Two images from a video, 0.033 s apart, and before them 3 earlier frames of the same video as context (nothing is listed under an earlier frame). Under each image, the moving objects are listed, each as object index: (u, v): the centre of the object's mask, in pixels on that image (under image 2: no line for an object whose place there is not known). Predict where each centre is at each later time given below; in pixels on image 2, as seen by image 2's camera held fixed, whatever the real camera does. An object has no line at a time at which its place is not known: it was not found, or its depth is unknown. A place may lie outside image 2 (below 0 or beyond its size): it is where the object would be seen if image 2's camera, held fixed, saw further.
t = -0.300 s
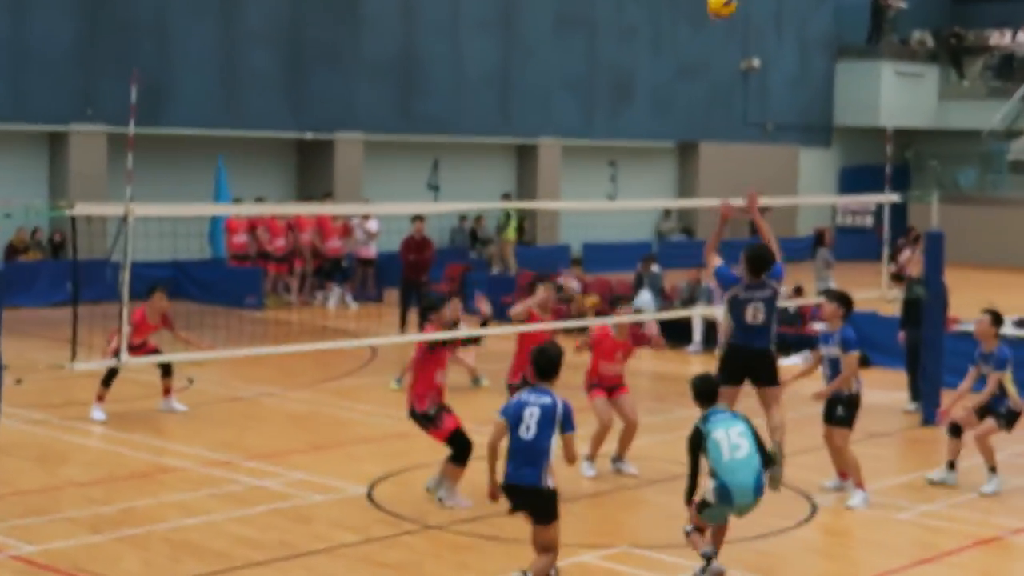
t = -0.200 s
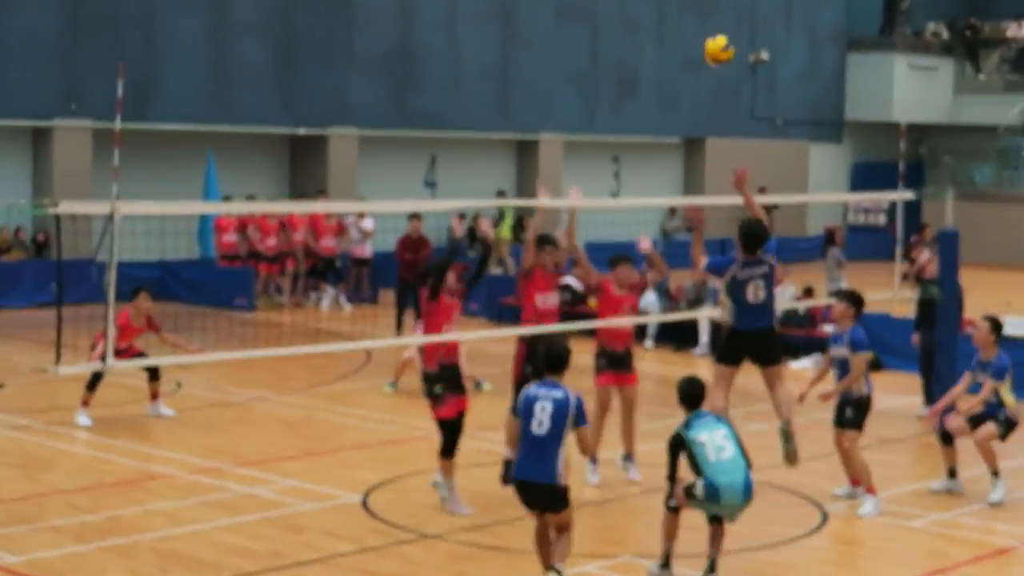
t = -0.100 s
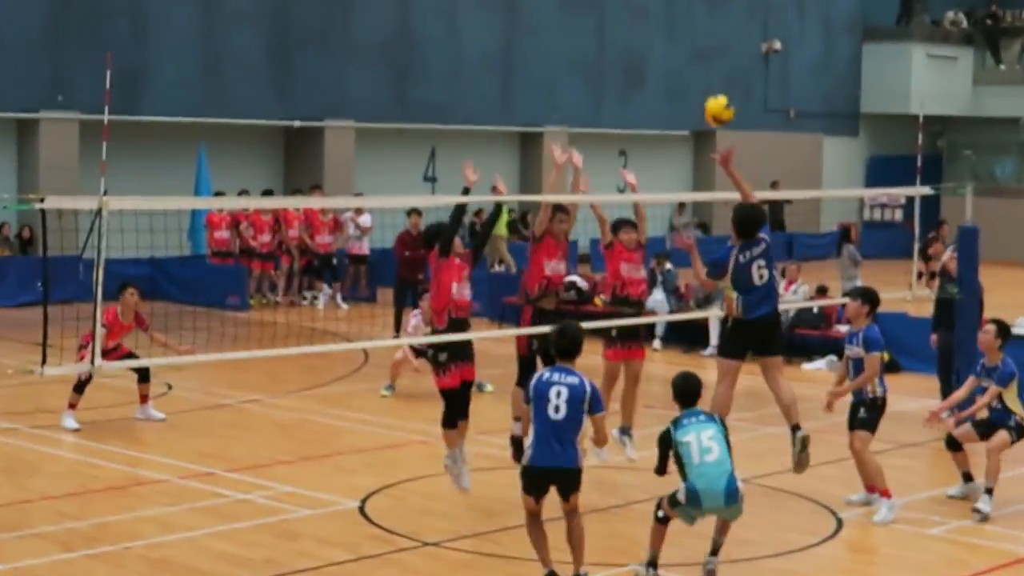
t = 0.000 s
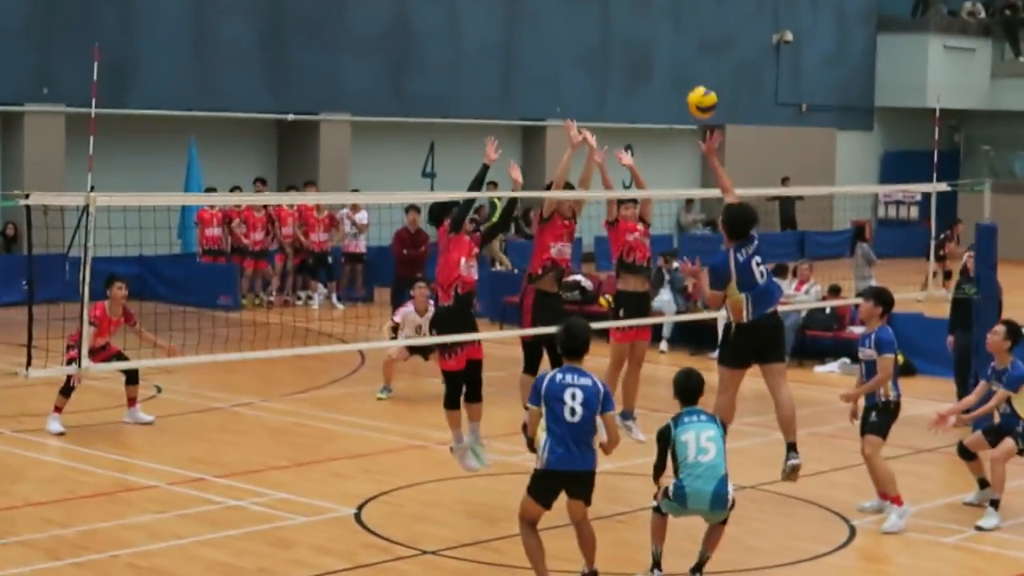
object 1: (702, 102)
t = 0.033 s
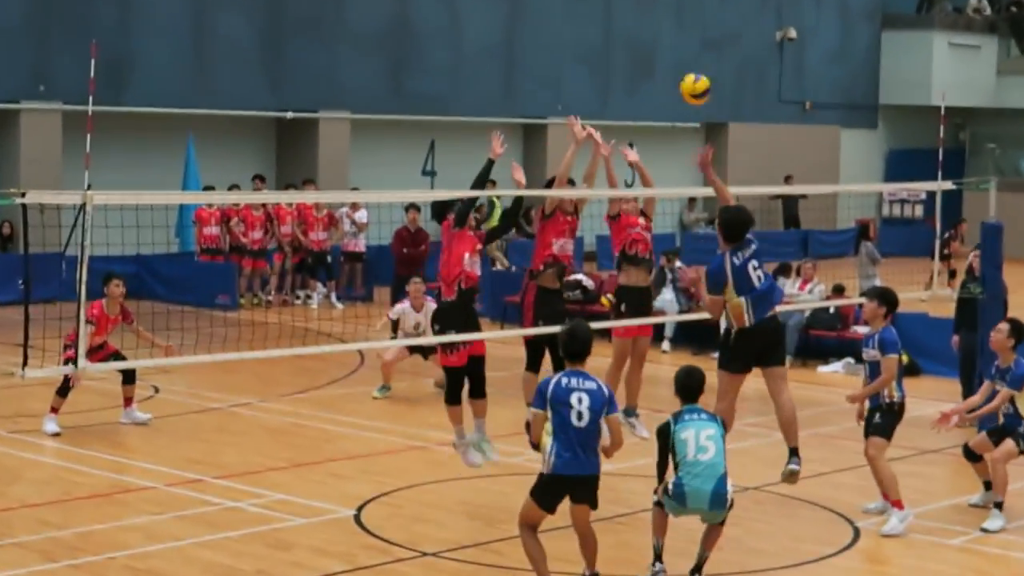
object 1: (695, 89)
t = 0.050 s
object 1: (690, 82)
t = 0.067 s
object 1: (686, 78)
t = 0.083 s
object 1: (681, 74)
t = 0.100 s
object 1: (677, 69)
